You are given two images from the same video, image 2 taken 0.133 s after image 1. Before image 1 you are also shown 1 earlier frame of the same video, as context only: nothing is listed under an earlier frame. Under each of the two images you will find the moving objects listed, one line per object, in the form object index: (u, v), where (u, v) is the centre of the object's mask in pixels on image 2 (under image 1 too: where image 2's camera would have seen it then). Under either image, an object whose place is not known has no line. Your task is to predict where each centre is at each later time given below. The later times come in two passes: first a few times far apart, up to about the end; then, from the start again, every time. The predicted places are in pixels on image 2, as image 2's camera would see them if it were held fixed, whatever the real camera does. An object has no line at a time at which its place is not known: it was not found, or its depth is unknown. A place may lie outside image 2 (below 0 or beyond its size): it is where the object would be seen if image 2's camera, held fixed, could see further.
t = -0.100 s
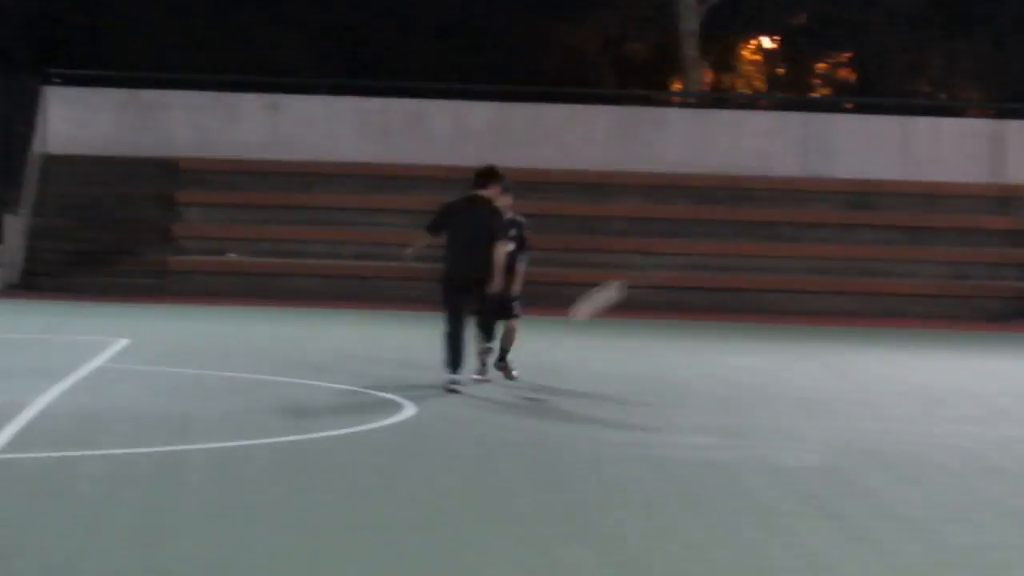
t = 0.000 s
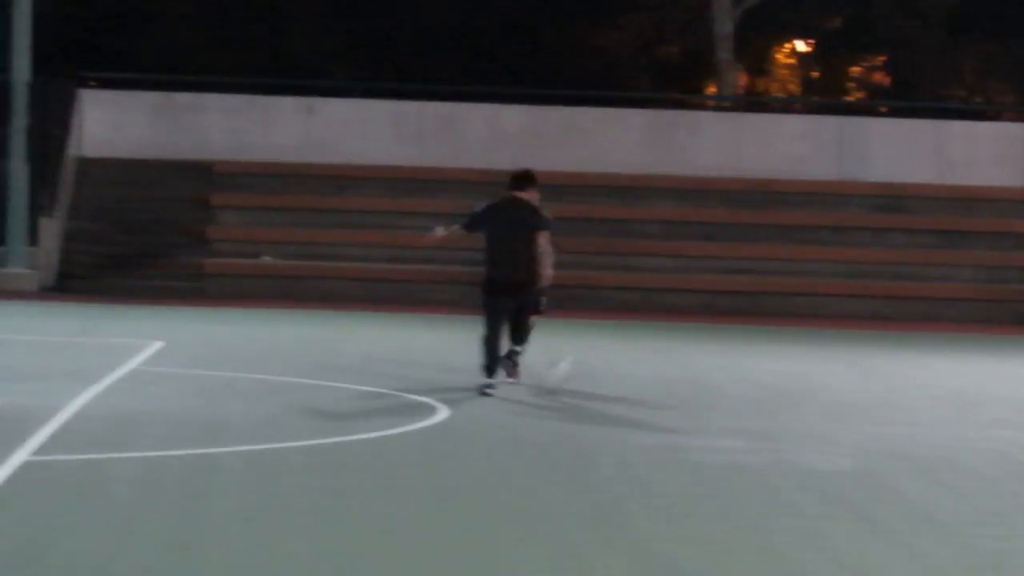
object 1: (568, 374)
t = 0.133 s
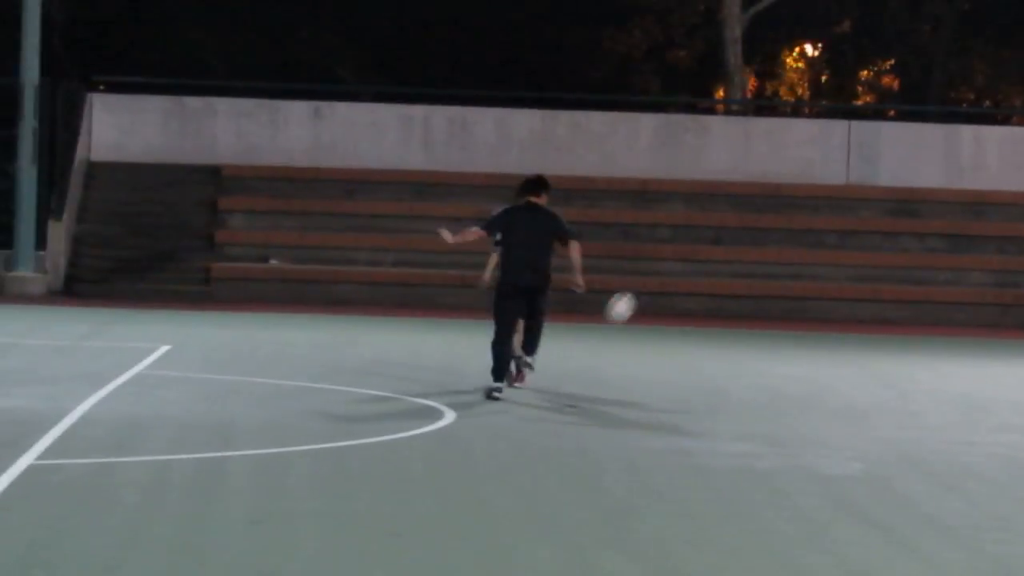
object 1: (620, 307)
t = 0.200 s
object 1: (647, 282)
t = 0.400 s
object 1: (729, 237)
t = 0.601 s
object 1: (807, 243)
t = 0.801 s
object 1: (884, 299)
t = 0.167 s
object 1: (633, 294)
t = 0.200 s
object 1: (647, 282)
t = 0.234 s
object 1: (660, 270)
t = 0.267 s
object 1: (674, 261)
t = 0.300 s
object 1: (689, 252)
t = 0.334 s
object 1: (701, 246)
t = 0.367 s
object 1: (715, 240)
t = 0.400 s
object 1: (729, 237)
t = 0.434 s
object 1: (741, 234)
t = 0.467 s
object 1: (755, 233)
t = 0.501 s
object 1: (768, 233)
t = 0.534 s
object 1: (781, 235)
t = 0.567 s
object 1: (794, 238)
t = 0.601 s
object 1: (807, 243)
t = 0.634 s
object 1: (820, 248)
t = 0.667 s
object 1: (834, 256)
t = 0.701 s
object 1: (846, 265)
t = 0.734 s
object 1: (859, 274)
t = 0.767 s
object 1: (871, 286)
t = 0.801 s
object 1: (884, 299)
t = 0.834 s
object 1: (896, 314)
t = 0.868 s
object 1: (909, 328)
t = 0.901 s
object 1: (920, 346)
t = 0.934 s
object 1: (930, 370)
